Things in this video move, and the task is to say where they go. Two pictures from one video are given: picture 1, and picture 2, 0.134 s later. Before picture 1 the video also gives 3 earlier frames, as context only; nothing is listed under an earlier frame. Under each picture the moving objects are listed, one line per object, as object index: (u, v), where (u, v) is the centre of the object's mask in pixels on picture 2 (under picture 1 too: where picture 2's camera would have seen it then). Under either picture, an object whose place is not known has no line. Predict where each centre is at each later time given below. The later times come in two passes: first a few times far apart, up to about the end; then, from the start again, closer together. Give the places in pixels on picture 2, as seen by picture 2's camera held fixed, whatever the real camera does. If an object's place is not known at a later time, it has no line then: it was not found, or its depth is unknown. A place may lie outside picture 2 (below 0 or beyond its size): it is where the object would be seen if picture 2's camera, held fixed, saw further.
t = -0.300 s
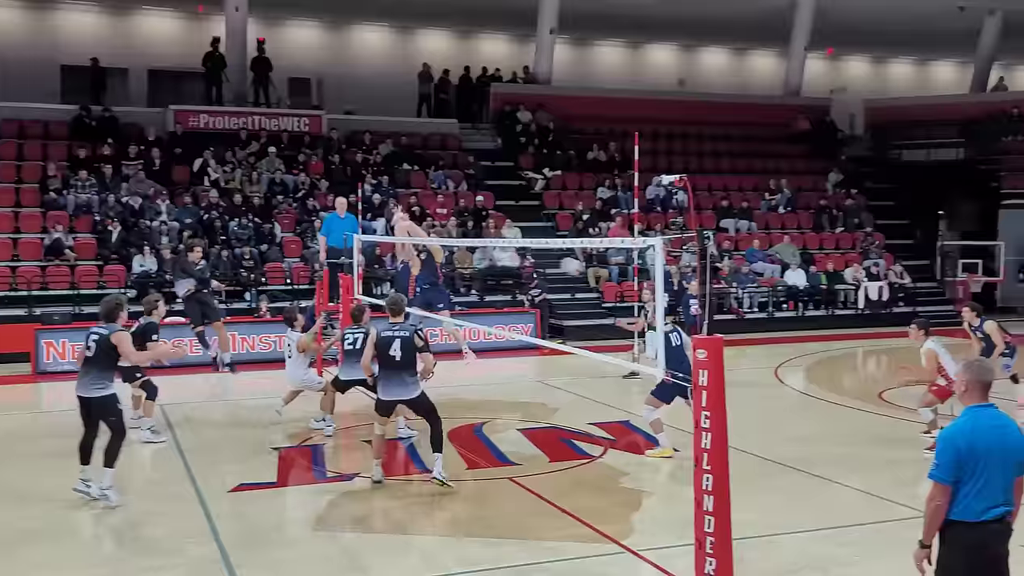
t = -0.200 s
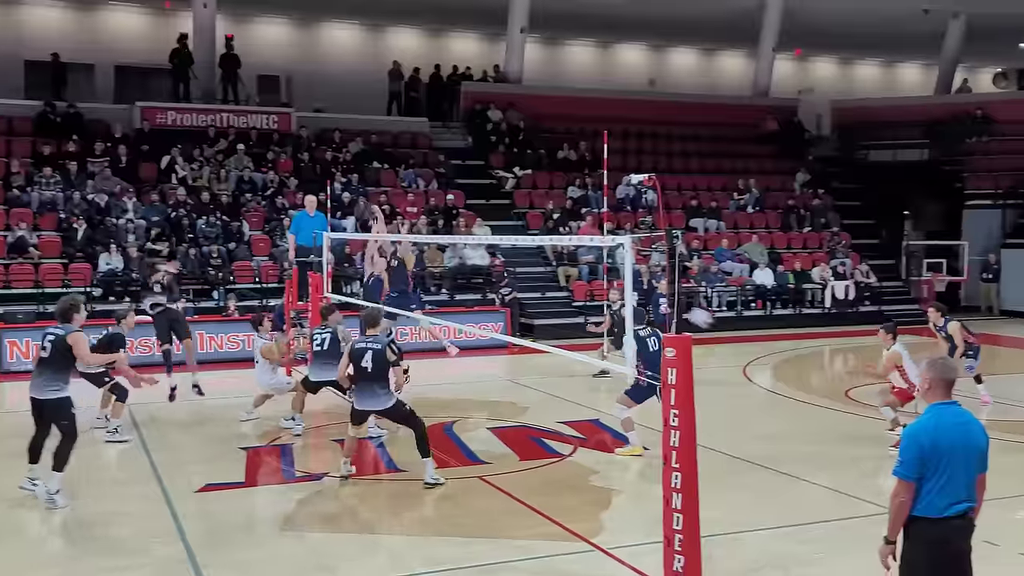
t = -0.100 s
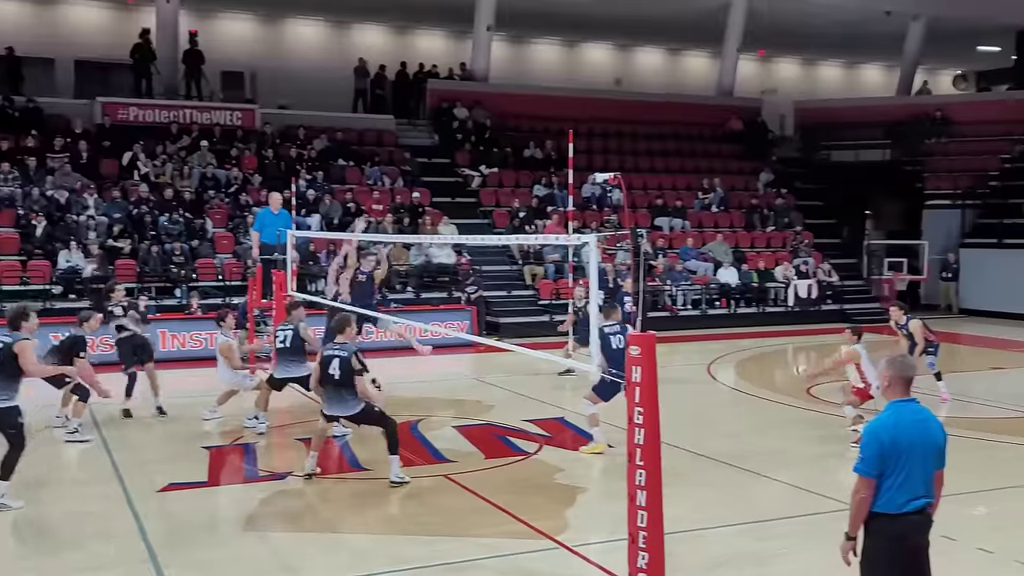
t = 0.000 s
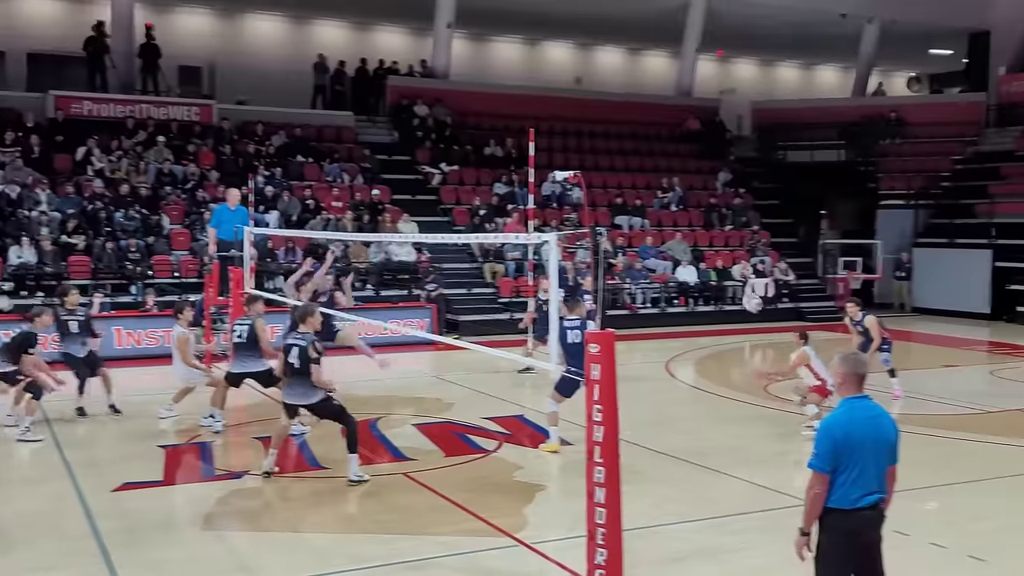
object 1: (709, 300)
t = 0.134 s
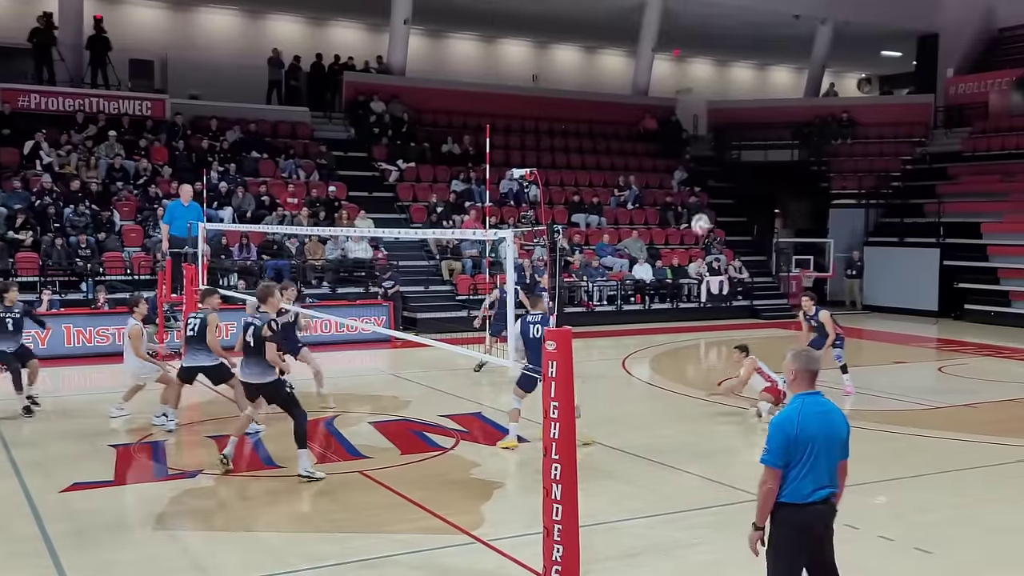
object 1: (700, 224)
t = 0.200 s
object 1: (697, 190)
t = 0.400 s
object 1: (690, 105)
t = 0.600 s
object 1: (685, 49)
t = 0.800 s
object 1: (680, 29)
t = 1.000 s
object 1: (674, 51)
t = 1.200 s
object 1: (667, 129)
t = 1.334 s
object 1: (662, 213)
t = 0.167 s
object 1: (698, 206)
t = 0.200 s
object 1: (697, 190)
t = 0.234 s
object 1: (696, 174)
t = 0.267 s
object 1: (694, 159)
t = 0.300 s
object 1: (694, 144)
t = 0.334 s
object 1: (692, 130)
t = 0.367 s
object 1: (691, 117)
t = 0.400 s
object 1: (690, 105)
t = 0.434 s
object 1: (689, 93)
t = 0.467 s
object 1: (688, 83)
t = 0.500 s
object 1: (687, 72)
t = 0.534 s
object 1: (687, 63)
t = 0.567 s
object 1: (685, 55)
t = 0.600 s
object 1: (685, 49)
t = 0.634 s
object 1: (684, 43)
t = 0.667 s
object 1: (683, 38)
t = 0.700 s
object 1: (682, 35)
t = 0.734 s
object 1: (681, 31)
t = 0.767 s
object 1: (681, 30)
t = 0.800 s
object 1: (680, 29)
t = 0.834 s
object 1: (679, 30)
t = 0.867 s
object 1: (678, 32)
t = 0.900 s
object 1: (677, 35)
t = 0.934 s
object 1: (676, 40)
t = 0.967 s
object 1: (676, 45)
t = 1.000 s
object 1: (674, 51)
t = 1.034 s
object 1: (673, 60)
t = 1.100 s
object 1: (671, 84)
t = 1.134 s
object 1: (669, 97)
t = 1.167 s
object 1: (669, 112)
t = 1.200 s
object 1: (667, 129)
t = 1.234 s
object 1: (665, 147)
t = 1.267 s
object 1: (665, 168)
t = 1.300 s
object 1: (663, 190)
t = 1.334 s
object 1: (662, 213)
